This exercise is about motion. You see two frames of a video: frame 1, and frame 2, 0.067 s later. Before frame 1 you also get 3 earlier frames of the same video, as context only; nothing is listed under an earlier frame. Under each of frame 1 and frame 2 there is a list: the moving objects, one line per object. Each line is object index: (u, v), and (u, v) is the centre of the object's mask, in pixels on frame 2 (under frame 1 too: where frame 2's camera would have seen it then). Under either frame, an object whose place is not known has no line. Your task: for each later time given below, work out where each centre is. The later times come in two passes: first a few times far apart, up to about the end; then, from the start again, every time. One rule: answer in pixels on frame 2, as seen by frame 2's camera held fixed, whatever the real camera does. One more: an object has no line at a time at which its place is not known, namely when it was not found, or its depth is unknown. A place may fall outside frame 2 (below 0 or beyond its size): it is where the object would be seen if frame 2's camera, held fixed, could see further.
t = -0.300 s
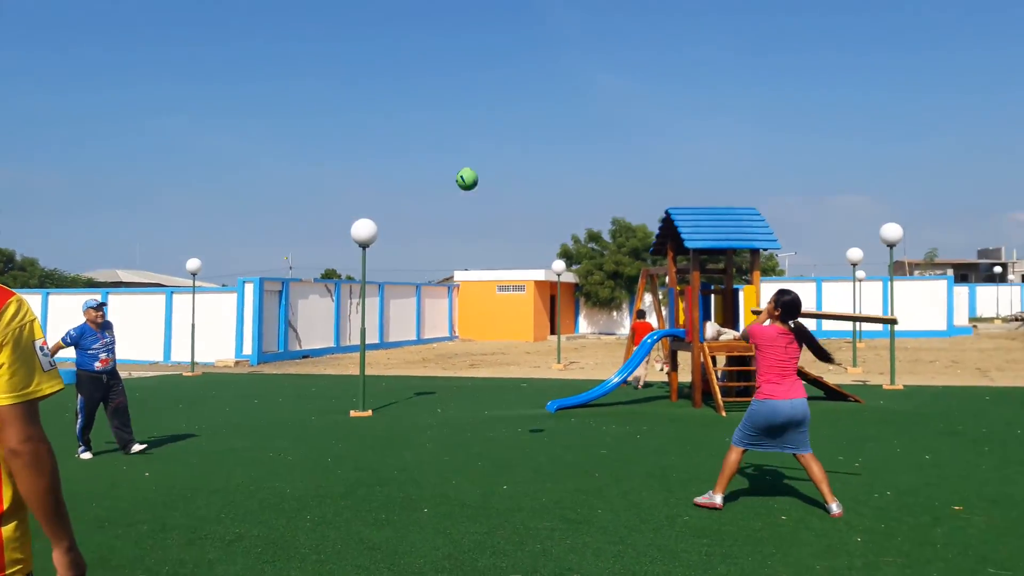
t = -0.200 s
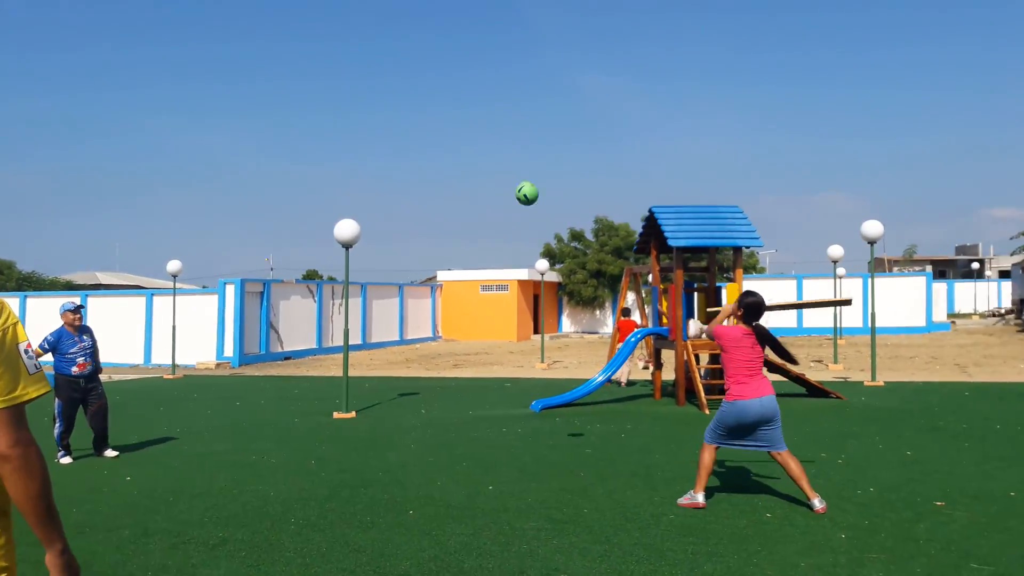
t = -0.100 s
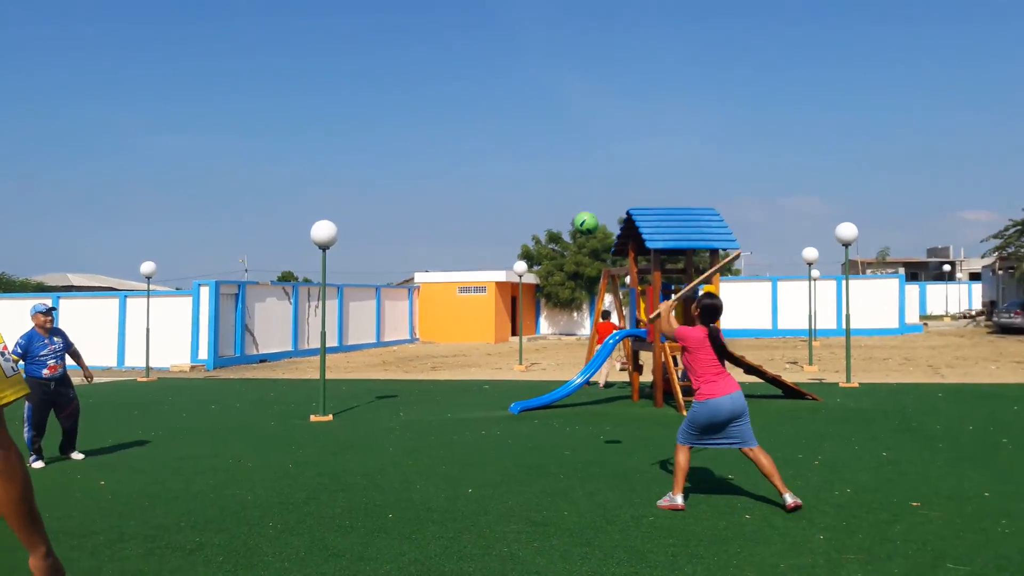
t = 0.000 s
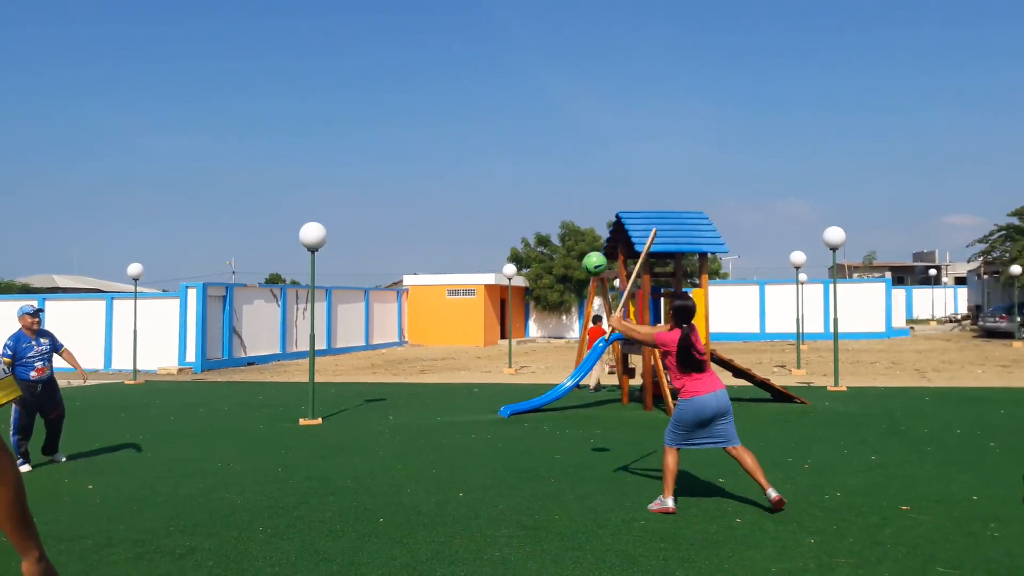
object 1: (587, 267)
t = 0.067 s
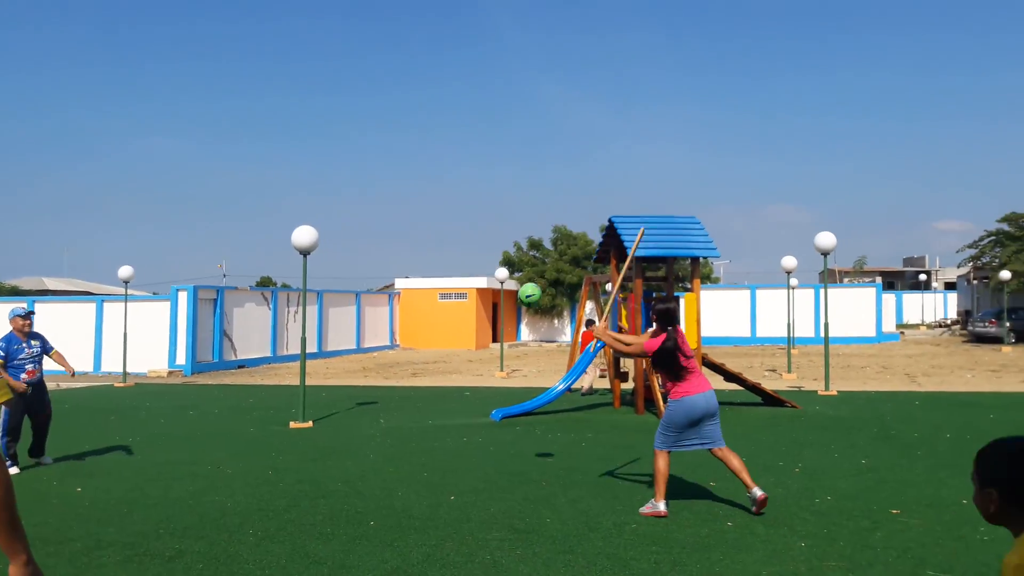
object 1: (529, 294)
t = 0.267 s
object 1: (371, 400)
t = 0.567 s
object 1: (220, 386)
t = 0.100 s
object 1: (503, 310)
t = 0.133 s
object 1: (476, 326)
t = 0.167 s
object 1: (449, 342)
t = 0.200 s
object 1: (422, 360)
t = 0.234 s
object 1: (397, 380)
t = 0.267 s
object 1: (371, 400)
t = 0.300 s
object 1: (347, 421)
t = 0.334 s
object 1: (323, 442)
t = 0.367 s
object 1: (299, 466)
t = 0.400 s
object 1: (283, 456)
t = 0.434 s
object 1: (271, 440)
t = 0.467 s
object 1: (258, 424)
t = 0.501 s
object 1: (245, 409)
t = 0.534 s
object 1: (232, 397)
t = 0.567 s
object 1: (220, 386)
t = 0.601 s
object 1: (207, 376)
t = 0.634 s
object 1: (197, 368)
